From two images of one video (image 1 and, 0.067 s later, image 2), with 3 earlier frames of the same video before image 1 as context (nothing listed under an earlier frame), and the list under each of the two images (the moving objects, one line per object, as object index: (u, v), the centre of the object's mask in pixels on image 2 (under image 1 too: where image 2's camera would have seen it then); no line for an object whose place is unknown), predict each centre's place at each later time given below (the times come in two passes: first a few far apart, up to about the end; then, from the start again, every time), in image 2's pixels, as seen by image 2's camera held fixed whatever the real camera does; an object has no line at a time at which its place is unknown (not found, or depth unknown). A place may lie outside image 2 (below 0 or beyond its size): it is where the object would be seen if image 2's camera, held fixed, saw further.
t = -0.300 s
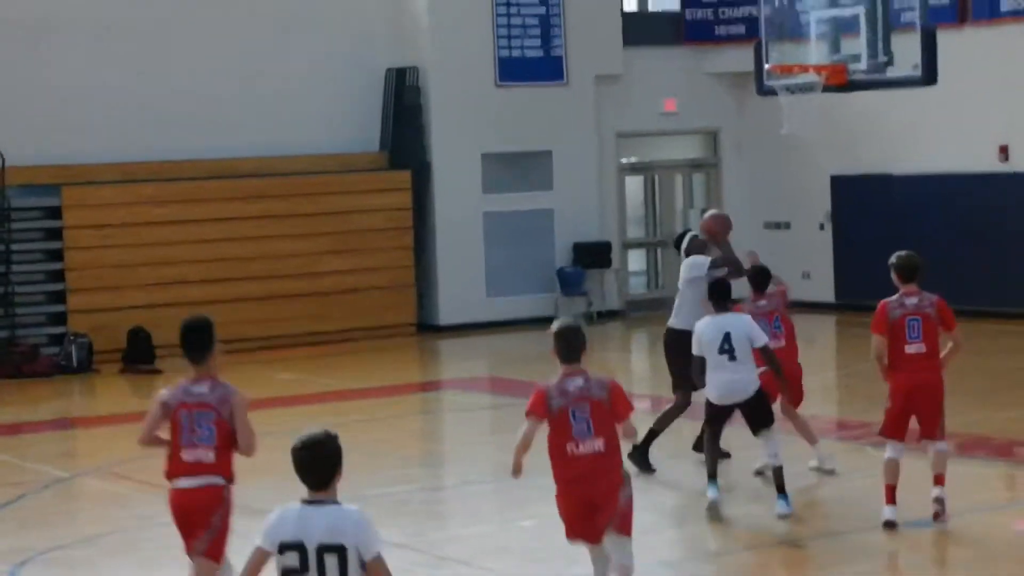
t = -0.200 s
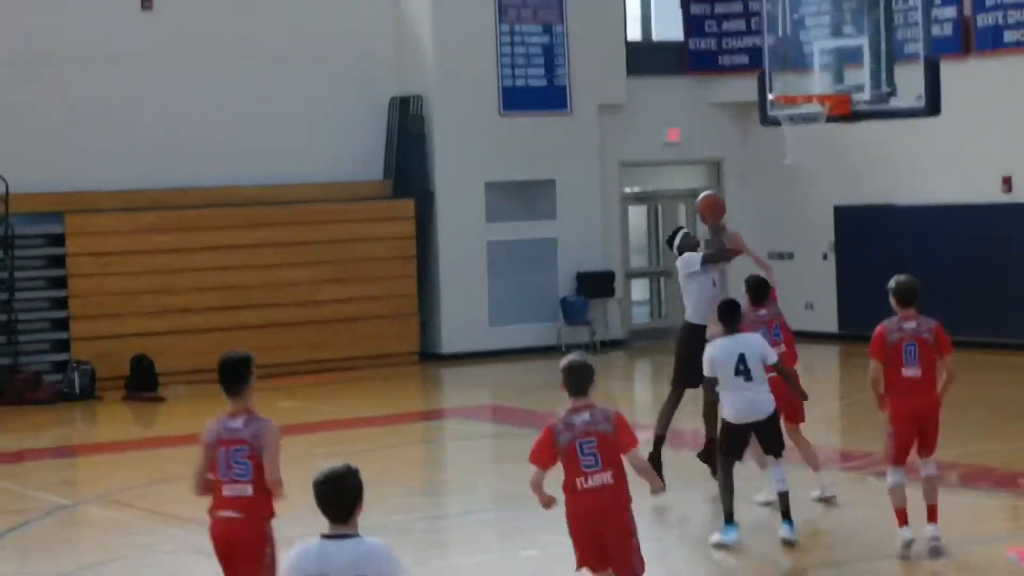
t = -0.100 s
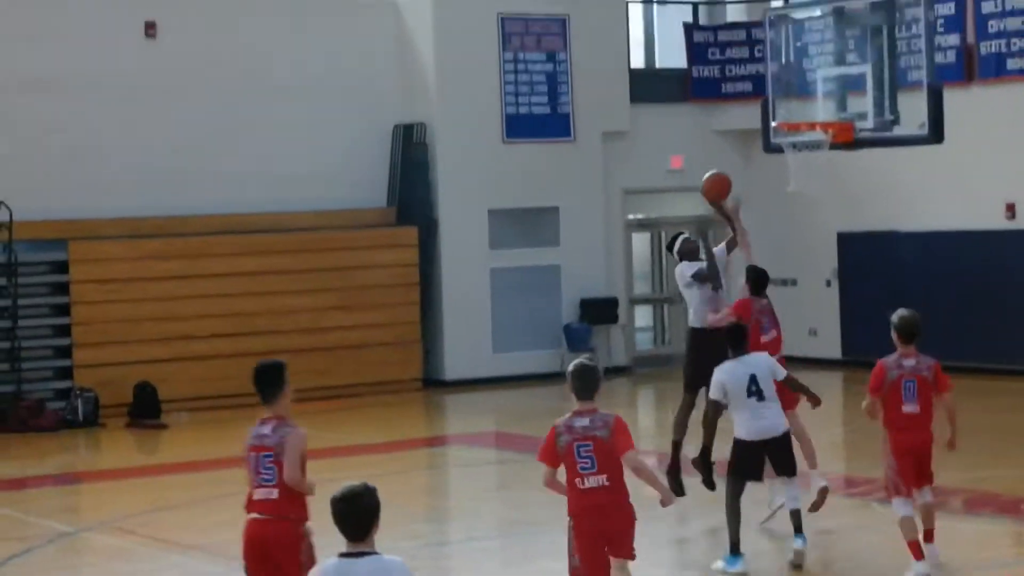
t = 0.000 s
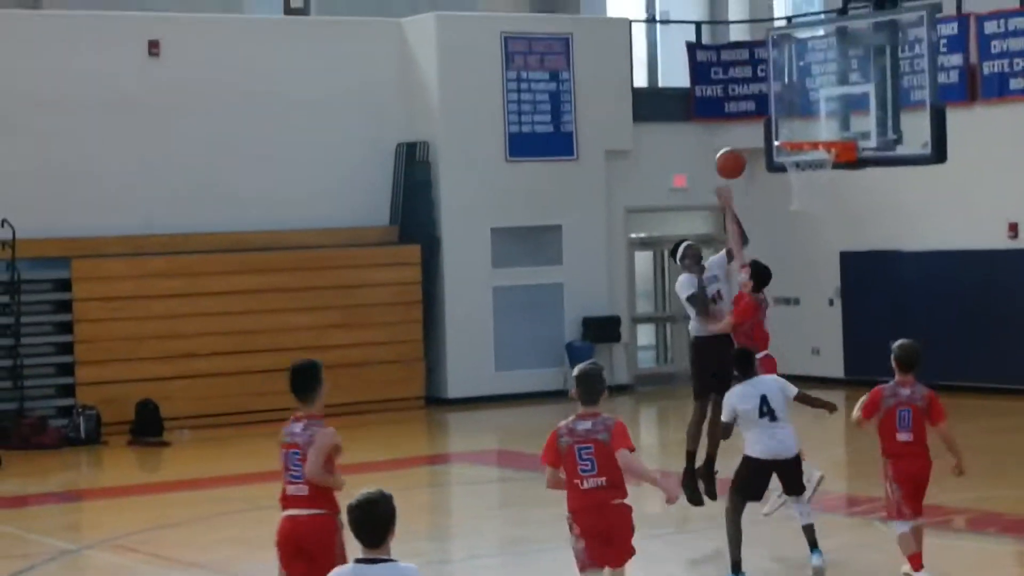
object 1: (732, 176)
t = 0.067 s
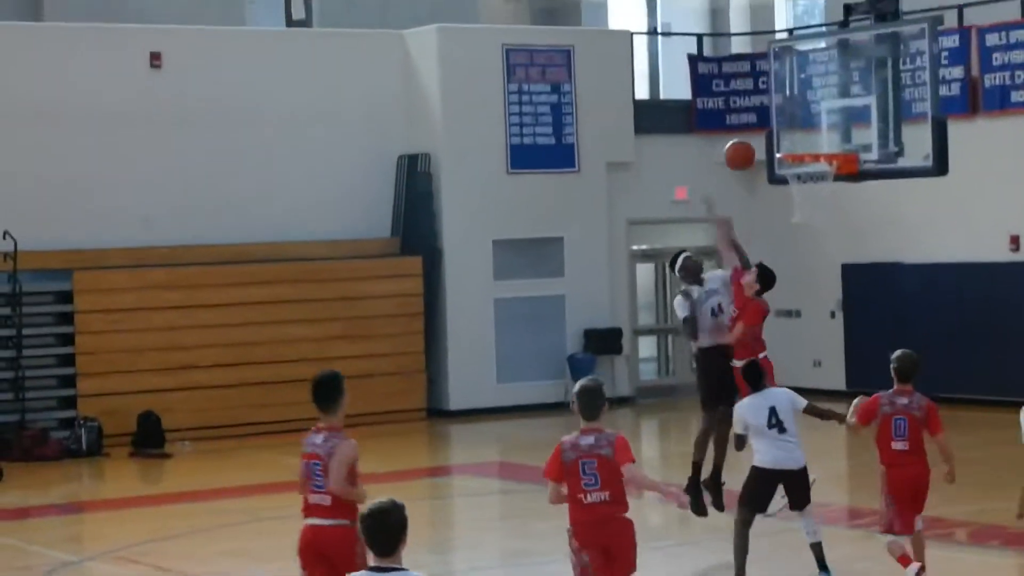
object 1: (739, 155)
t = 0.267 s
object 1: (764, 126)
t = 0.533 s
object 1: (800, 145)
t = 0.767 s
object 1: (825, 195)
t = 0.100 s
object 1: (743, 146)
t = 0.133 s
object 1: (747, 139)
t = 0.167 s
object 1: (751, 134)
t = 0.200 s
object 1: (755, 130)
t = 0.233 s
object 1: (759, 128)
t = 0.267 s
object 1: (764, 126)
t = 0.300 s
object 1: (768, 127)
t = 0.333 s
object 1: (773, 128)
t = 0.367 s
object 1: (777, 131)
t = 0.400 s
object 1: (782, 135)
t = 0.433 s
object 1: (787, 140)
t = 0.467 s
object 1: (791, 142)
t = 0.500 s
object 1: (796, 142)
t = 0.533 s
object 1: (800, 145)
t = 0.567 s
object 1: (805, 154)
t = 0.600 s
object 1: (809, 161)
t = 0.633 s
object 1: (816, 171)
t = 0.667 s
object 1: (818, 178)
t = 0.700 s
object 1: (822, 187)
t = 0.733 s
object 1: (823, 190)
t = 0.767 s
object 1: (825, 195)
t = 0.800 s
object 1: (826, 202)
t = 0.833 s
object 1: (827, 209)
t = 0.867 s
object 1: (827, 217)
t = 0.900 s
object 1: (829, 227)
